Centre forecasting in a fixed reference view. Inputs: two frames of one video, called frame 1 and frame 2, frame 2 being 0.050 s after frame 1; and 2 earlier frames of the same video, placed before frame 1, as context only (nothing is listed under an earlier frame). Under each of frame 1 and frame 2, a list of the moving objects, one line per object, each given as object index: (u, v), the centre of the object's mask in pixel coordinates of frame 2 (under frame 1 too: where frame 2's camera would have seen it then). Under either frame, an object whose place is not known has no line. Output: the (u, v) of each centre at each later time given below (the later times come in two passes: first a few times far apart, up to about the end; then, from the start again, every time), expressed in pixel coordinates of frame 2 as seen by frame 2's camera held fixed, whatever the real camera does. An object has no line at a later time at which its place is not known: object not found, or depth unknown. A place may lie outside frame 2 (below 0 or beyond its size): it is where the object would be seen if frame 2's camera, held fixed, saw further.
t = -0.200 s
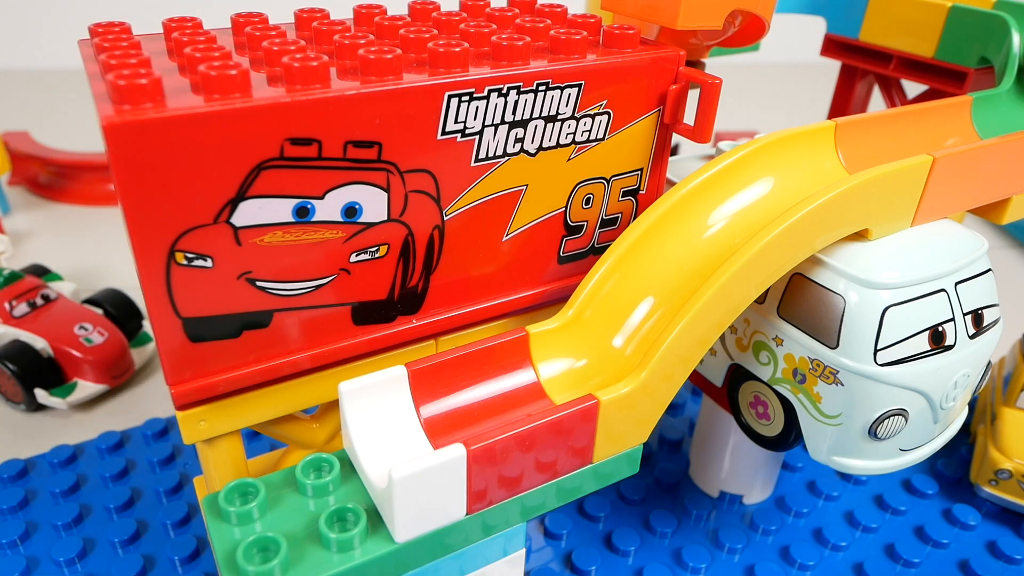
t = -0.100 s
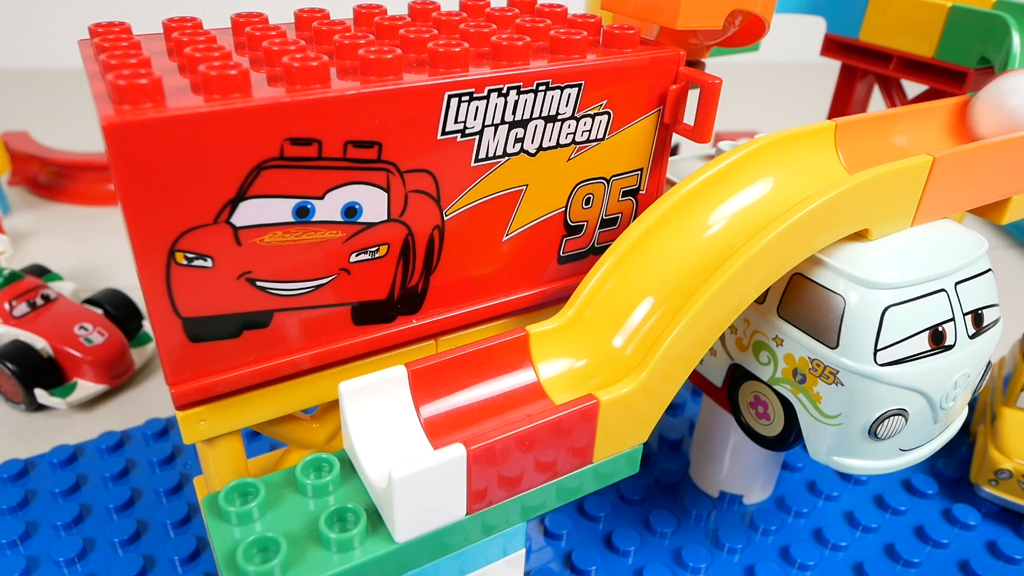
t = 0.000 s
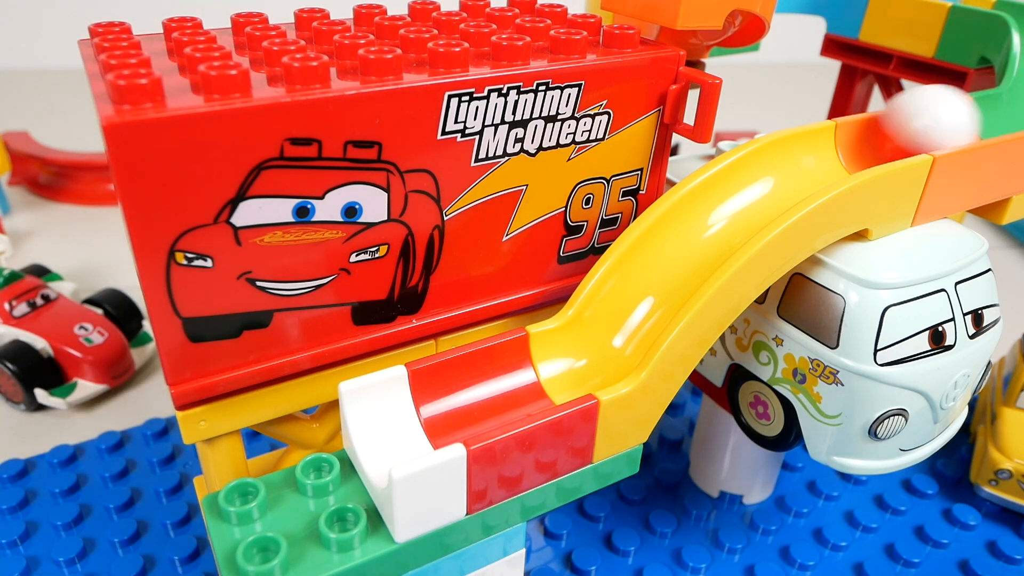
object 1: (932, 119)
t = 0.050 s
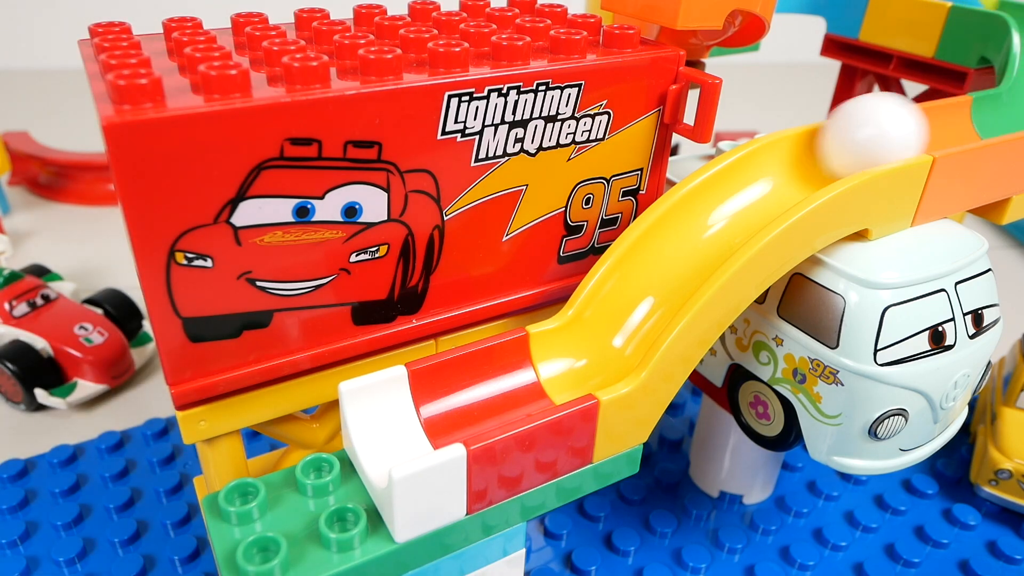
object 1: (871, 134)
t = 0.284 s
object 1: (733, 191)
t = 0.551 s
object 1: (527, 368)
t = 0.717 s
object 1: (131, 515)
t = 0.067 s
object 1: (851, 141)
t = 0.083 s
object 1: (832, 147)
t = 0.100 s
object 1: (811, 155)
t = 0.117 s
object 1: (790, 164)
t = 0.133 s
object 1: (780, 167)
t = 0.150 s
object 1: (778, 167)
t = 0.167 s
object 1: (774, 168)
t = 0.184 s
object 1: (770, 169)
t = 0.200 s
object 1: (765, 172)
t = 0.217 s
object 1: (760, 174)
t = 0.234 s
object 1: (754, 178)
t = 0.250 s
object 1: (748, 181)
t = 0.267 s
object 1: (741, 185)
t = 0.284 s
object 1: (733, 191)
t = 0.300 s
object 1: (725, 198)
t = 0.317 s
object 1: (716, 205)
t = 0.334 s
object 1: (709, 212)
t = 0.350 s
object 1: (702, 218)
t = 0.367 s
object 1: (694, 224)
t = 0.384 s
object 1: (683, 234)
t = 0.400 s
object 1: (673, 244)
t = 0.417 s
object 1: (662, 256)
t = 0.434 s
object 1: (655, 266)
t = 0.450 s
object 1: (646, 275)
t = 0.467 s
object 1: (630, 292)
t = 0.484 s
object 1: (617, 308)
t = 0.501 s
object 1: (603, 334)
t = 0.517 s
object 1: (588, 348)
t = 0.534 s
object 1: (556, 359)
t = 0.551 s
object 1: (527, 368)
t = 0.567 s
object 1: (492, 382)
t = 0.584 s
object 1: (465, 402)
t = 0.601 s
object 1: (450, 416)
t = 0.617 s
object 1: (403, 413)
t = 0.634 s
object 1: (340, 434)
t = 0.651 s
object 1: (300, 460)
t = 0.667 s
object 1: (259, 473)
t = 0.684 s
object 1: (208, 483)
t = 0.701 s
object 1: (164, 500)
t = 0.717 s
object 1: (131, 515)
